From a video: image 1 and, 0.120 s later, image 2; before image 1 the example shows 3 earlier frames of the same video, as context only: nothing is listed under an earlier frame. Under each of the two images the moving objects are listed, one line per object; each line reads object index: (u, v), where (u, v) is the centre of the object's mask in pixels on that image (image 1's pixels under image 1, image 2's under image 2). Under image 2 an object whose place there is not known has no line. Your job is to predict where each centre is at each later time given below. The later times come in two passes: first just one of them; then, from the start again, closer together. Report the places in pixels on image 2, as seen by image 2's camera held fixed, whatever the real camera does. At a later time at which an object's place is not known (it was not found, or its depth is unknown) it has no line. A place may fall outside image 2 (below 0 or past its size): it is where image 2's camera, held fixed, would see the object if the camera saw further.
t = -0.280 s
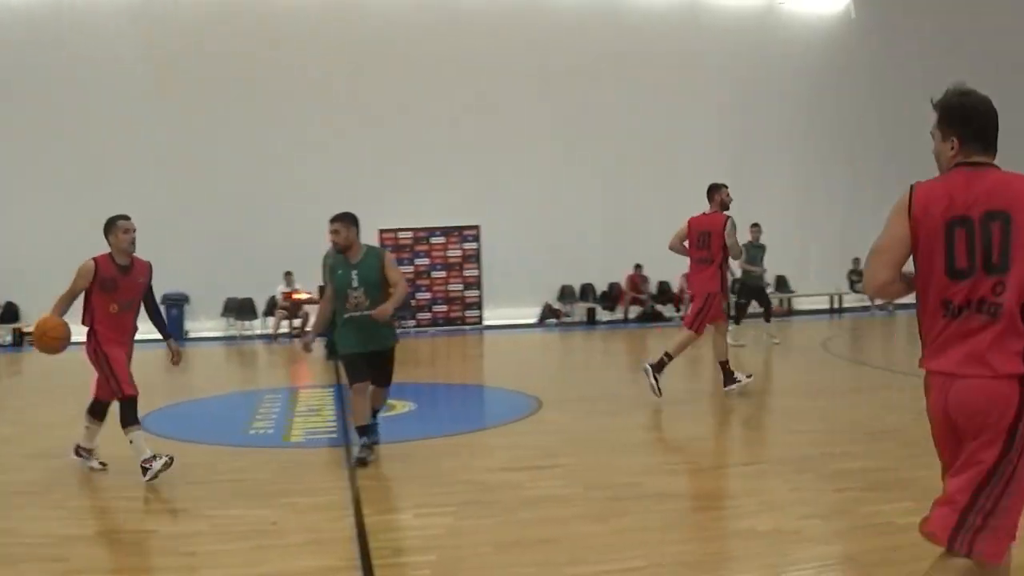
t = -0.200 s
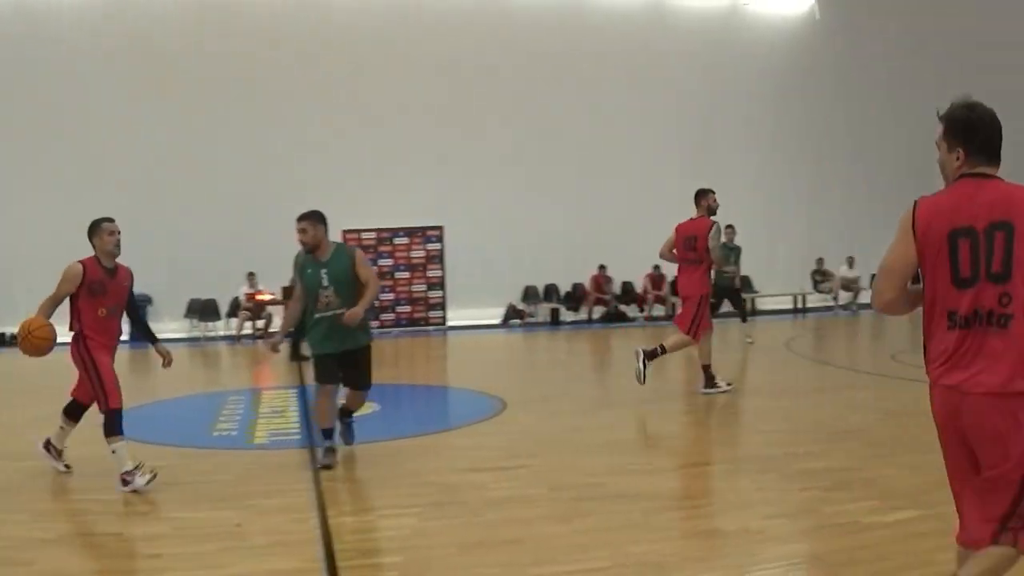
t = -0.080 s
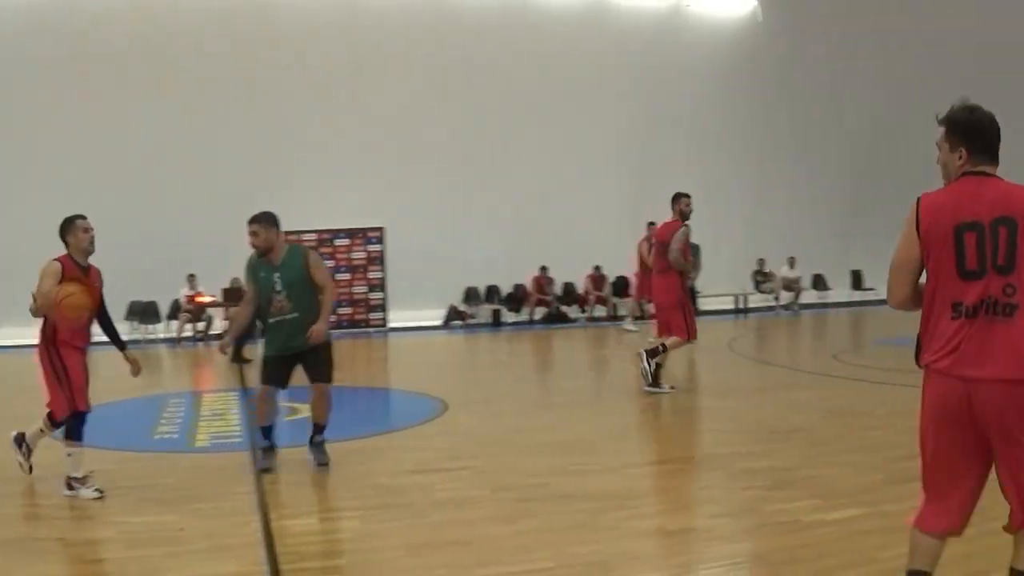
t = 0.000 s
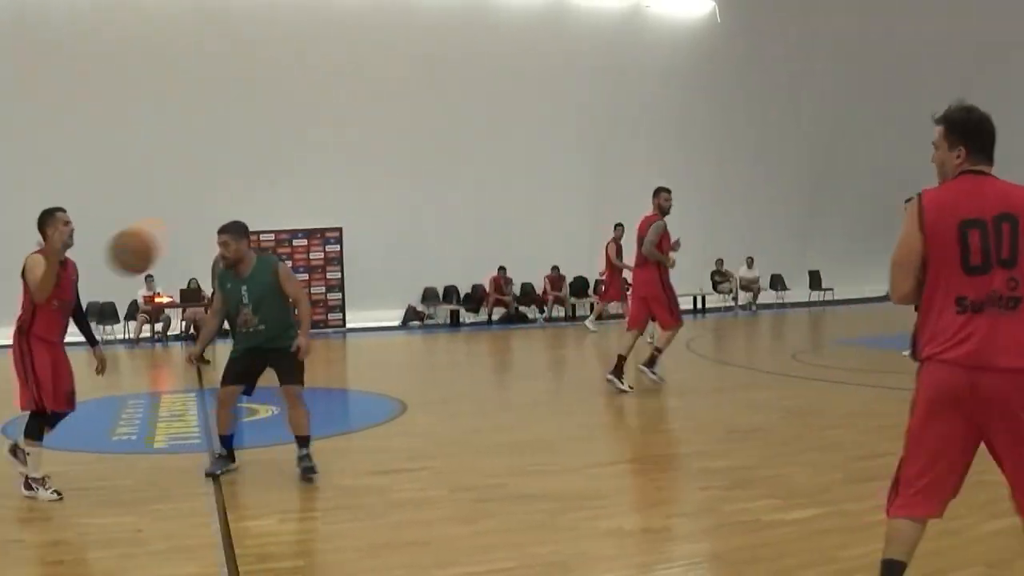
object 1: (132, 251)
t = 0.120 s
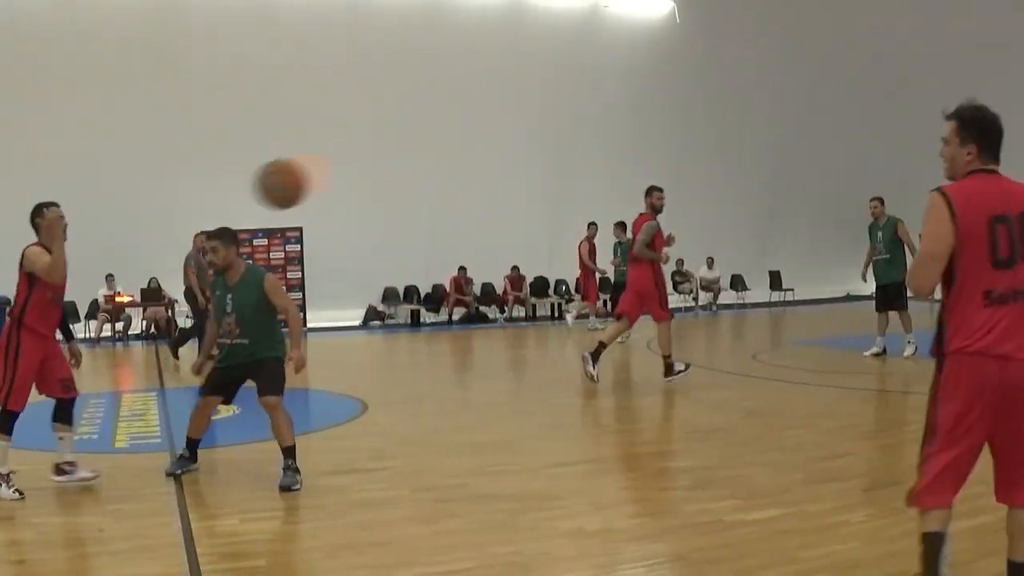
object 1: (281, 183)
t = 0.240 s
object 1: (488, 143)
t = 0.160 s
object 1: (346, 167)
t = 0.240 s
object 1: (488, 143)
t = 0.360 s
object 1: (722, 136)
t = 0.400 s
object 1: (800, 144)
